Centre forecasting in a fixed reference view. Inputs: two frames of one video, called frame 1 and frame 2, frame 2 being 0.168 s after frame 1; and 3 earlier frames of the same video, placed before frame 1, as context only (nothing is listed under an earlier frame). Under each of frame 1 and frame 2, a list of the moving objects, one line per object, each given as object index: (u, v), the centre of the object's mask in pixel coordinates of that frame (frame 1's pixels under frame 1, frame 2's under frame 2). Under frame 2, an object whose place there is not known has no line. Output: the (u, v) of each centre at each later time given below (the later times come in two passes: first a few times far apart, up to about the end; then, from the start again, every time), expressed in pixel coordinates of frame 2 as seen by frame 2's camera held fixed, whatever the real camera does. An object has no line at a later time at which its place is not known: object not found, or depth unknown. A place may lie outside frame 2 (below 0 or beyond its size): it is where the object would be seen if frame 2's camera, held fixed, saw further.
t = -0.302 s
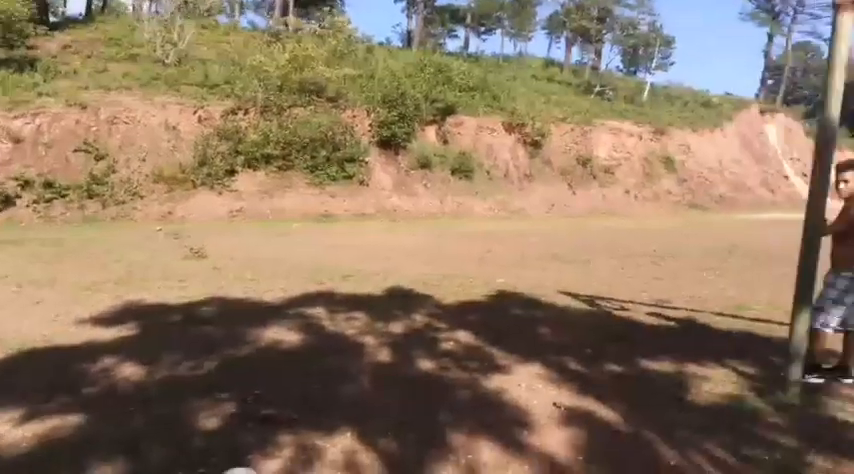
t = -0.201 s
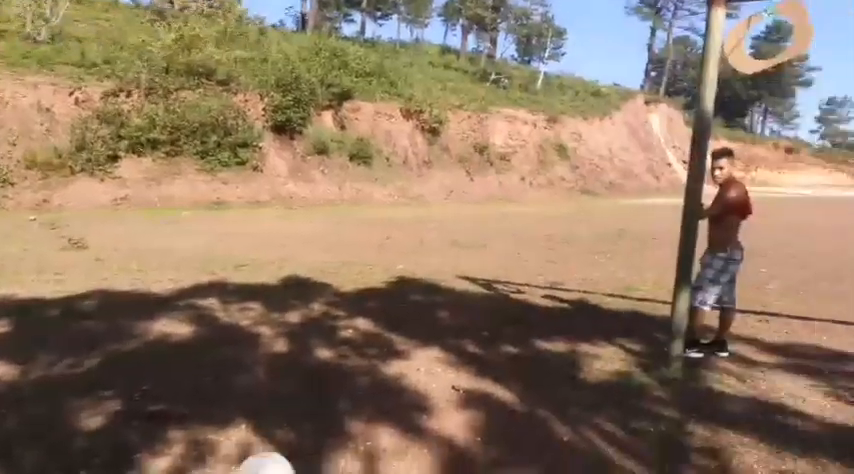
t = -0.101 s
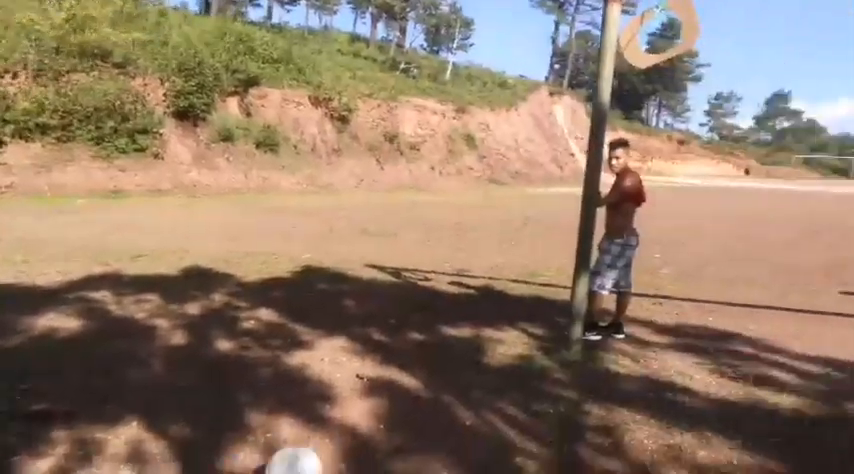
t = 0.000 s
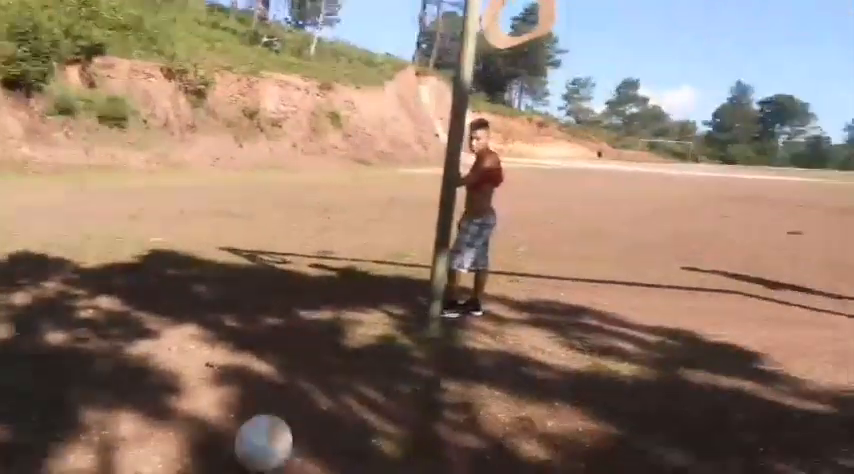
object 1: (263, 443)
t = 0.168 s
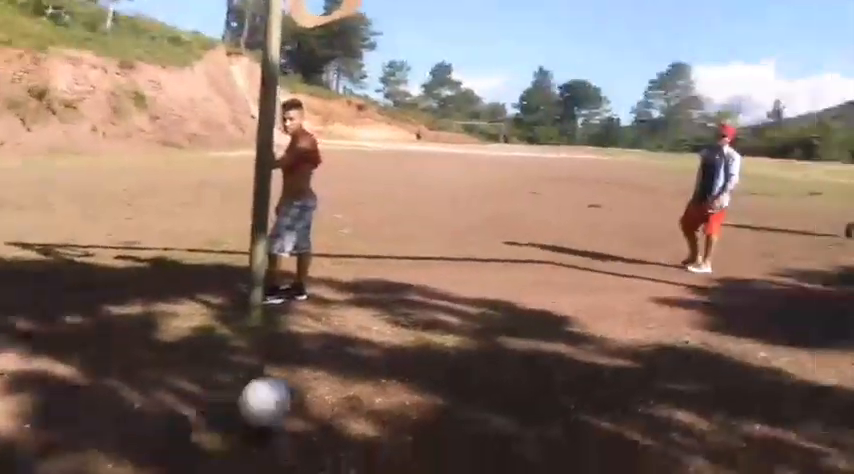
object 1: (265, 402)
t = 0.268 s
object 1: (355, 384)
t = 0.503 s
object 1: (515, 355)
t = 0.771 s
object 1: (646, 330)
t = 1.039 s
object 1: (737, 310)
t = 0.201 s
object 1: (298, 393)
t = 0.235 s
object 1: (329, 388)
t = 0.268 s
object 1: (355, 384)
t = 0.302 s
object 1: (382, 383)
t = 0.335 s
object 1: (408, 374)
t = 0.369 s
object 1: (431, 367)
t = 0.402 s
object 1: (453, 363)
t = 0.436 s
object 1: (475, 359)
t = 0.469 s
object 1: (496, 357)
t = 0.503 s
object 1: (515, 355)
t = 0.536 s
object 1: (534, 350)
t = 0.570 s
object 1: (553, 345)
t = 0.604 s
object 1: (570, 342)
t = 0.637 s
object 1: (586, 341)
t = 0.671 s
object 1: (601, 340)
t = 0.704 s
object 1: (614, 337)
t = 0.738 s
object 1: (630, 334)
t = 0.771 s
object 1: (646, 330)
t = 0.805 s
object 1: (659, 326)
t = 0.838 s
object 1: (672, 323)
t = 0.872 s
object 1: (684, 321)
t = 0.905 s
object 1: (695, 319)
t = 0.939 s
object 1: (706, 318)
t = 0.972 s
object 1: (718, 314)
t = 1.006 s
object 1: (728, 312)
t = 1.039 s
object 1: (737, 310)
